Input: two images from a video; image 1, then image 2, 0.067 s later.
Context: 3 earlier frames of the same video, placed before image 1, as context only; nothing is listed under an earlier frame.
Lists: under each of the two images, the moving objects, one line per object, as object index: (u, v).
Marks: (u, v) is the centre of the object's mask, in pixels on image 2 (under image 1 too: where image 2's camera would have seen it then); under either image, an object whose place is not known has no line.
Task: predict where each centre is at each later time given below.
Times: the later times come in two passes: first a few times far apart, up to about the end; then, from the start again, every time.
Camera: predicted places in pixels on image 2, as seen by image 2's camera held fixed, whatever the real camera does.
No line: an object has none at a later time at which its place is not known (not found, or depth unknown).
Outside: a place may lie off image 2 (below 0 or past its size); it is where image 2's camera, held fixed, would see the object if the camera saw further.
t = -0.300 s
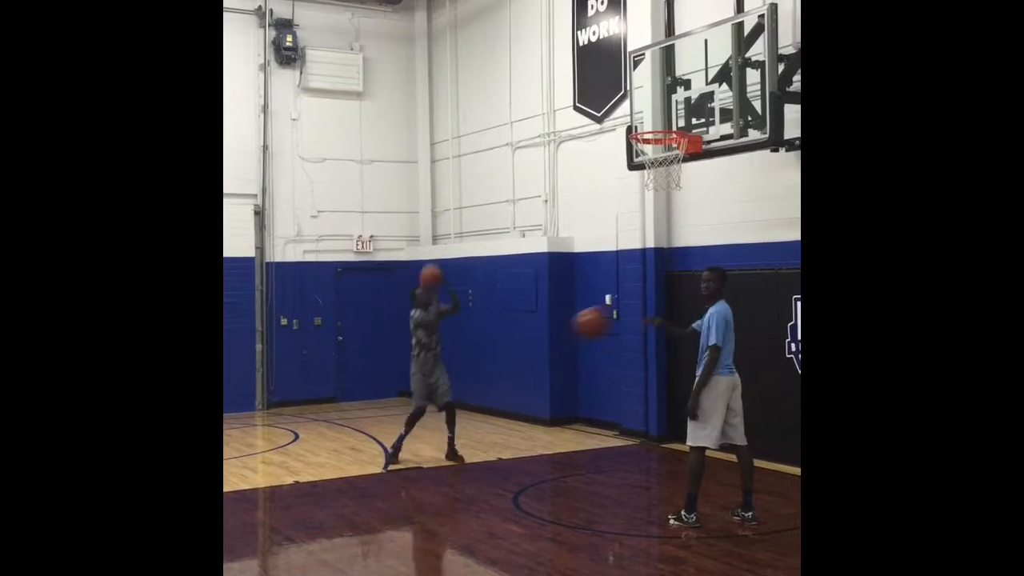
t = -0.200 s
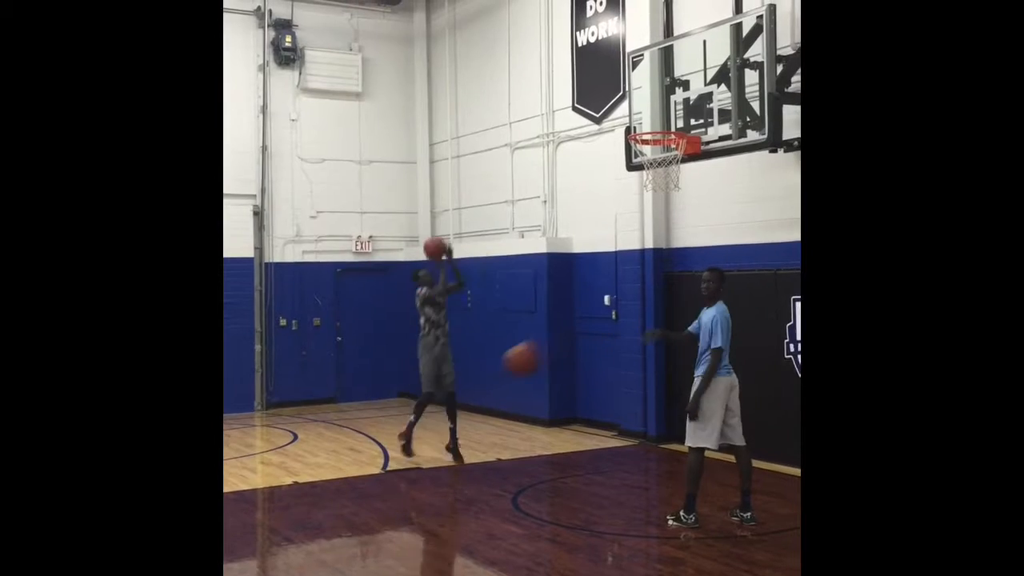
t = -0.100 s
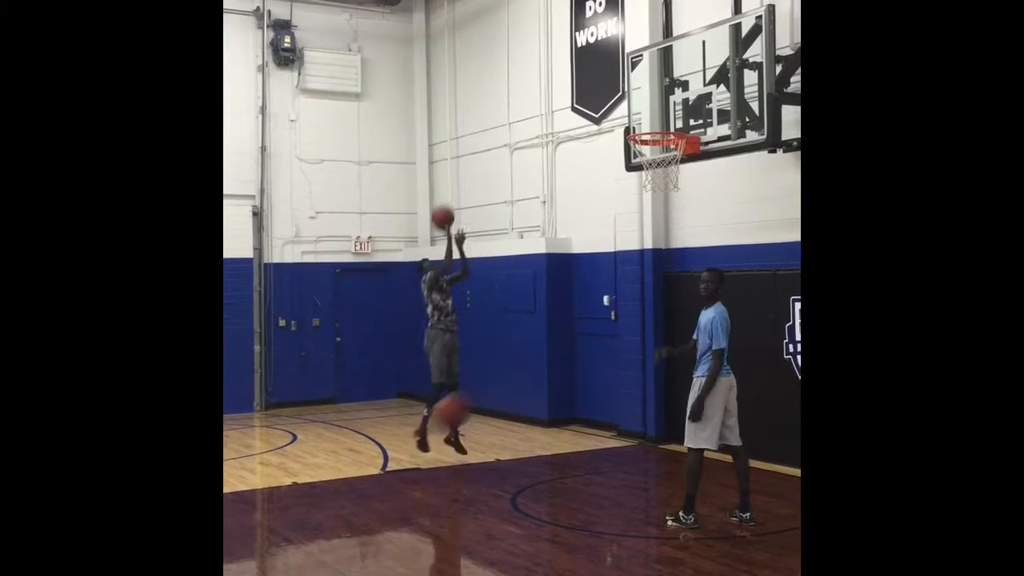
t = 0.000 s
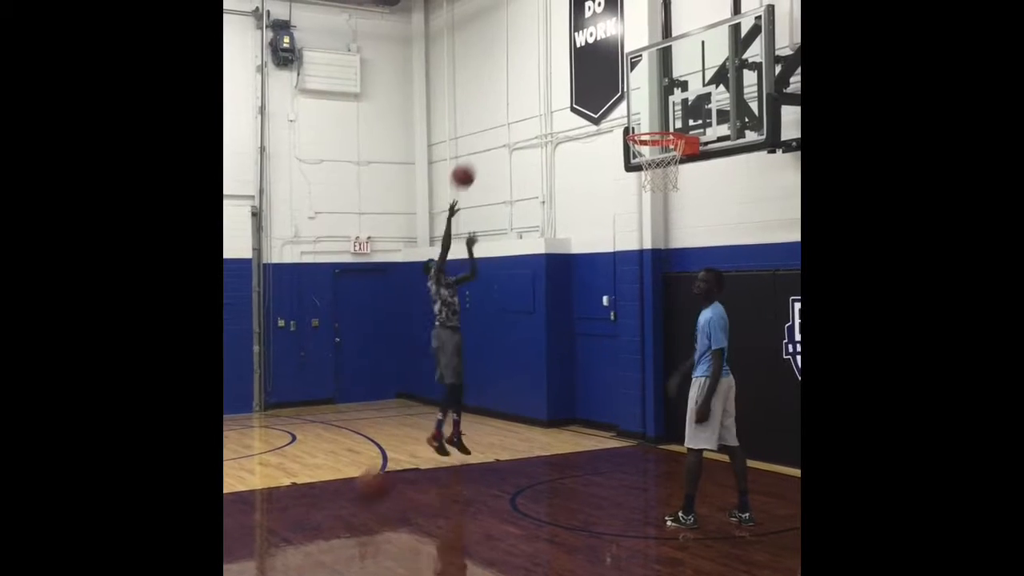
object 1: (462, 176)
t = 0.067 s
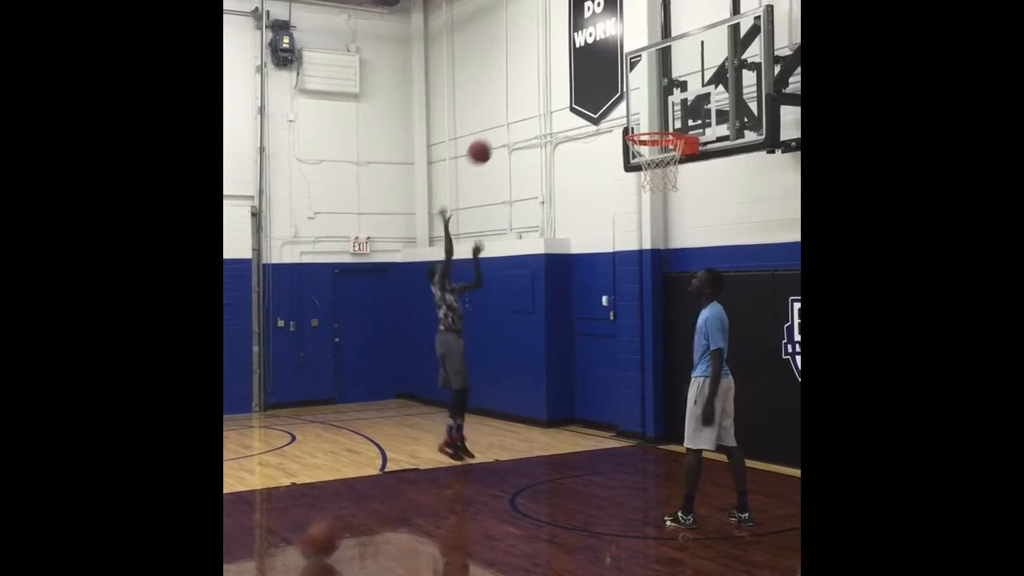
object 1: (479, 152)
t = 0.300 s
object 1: (543, 98)
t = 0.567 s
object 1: (624, 102)
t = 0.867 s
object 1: (626, 161)
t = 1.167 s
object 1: (634, 180)
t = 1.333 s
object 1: (649, 230)
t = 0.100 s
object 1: (488, 141)
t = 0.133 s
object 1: (497, 131)
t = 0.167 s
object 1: (506, 123)
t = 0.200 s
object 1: (515, 115)
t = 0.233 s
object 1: (524, 108)
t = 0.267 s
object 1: (534, 102)
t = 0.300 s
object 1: (543, 98)
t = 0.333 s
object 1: (553, 95)
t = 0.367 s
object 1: (562, 92)
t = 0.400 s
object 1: (572, 91)
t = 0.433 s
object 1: (581, 90)
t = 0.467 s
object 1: (591, 90)
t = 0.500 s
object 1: (601, 93)
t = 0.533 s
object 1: (612, 97)
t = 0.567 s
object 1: (624, 102)
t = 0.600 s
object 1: (635, 108)
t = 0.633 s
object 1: (646, 116)
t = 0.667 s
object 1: (656, 121)
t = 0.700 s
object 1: (669, 128)
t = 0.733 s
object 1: (661, 143)
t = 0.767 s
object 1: (650, 150)
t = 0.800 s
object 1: (639, 159)
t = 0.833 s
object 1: (630, 161)
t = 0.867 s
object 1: (626, 161)
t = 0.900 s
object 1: (623, 159)
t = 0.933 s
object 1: (622, 158)
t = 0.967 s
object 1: (623, 158)
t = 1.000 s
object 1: (623, 159)
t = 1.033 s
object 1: (625, 161)
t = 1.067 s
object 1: (627, 164)
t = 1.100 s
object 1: (628, 170)
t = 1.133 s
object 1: (631, 174)
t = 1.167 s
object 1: (634, 180)
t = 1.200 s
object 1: (637, 187)
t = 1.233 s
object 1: (640, 197)
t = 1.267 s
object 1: (643, 207)
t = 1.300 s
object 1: (646, 218)
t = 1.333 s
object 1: (649, 230)
